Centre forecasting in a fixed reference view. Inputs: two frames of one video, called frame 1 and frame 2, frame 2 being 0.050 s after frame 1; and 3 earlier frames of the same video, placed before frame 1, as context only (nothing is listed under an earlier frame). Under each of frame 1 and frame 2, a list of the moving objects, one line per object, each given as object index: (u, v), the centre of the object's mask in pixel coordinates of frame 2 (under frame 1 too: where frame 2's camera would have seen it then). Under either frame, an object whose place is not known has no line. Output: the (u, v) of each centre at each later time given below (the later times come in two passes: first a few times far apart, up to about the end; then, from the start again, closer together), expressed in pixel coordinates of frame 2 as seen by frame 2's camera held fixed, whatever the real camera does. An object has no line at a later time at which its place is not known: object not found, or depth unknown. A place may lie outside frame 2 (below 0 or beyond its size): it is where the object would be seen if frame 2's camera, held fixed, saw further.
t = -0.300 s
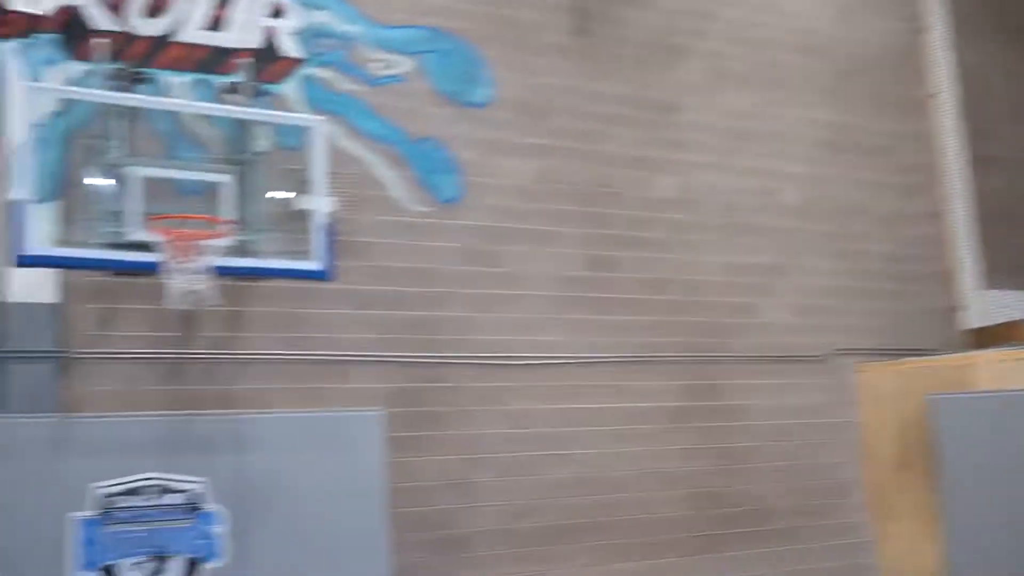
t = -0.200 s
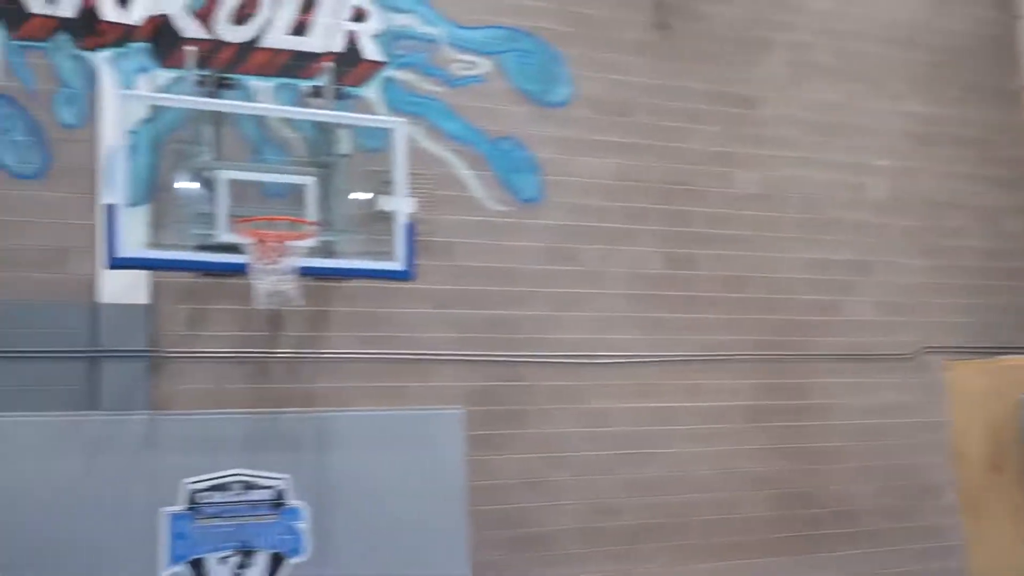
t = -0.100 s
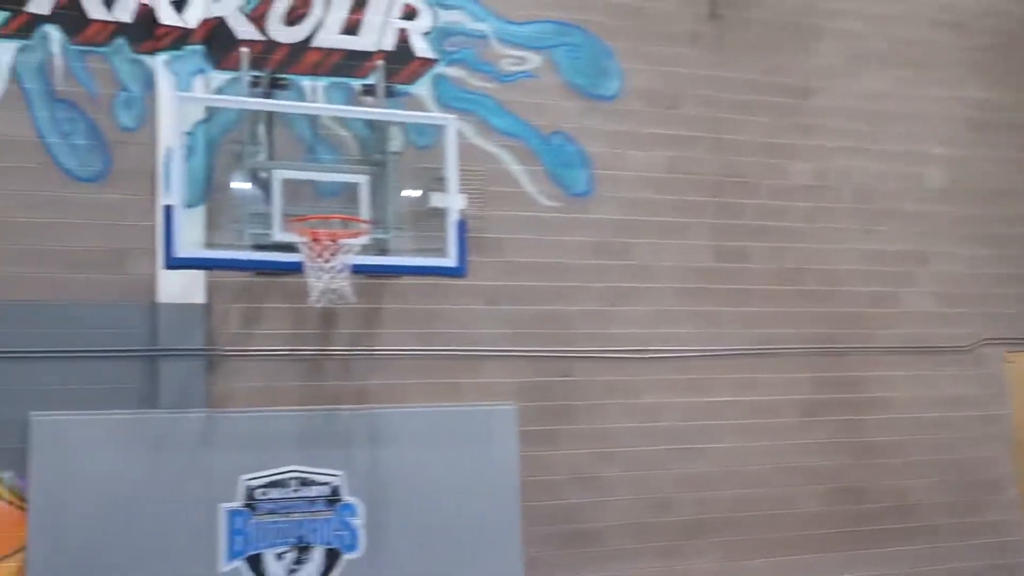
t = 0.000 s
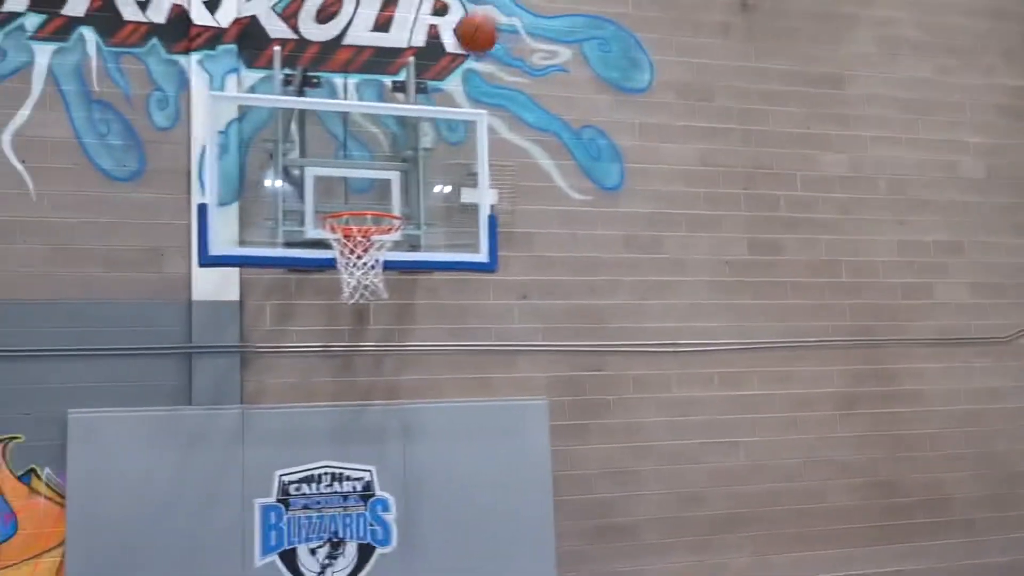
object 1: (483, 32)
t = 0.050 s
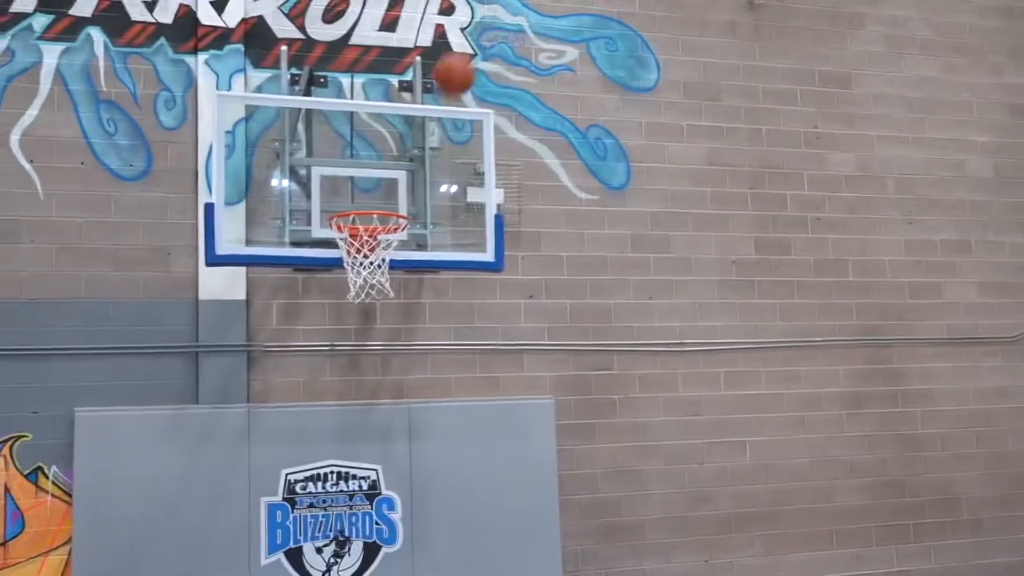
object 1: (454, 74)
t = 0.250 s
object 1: (366, 243)
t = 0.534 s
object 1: (308, 400)
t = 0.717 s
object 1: (280, 562)
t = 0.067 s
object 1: (444, 87)
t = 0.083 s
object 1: (436, 104)
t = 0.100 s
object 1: (426, 121)
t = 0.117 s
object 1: (417, 136)
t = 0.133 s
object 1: (408, 151)
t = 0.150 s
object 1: (401, 164)
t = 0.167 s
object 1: (392, 181)
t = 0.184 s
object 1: (383, 196)
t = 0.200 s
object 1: (379, 206)
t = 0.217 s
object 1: (367, 231)
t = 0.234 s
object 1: (364, 251)
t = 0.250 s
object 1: (366, 243)
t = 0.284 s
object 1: (347, 272)
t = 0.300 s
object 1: (343, 277)
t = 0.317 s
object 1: (341, 282)
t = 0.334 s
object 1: (339, 290)
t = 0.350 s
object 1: (336, 297)
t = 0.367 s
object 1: (333, 303)
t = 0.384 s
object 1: (331, 312)
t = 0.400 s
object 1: (328, 320)
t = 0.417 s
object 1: (326, 328)
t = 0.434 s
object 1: (323, 338)
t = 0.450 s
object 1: (320, 347)
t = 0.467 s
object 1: (318, 358)
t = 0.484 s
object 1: (315, 368)
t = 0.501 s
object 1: (312, 379)
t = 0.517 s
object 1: (310, 389)
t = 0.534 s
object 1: (308, 400)
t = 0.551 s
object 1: (305, 414)
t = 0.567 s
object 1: (303, 427)
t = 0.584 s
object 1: (300, 439)
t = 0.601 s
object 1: (297, 451)
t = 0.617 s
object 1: (295, 465)
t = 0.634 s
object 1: (291, 482)
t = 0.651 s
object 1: (289, 496)
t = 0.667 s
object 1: (287, 512)
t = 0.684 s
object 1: (285, 528)
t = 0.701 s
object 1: (283, 544)
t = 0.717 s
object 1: (280, 562)
